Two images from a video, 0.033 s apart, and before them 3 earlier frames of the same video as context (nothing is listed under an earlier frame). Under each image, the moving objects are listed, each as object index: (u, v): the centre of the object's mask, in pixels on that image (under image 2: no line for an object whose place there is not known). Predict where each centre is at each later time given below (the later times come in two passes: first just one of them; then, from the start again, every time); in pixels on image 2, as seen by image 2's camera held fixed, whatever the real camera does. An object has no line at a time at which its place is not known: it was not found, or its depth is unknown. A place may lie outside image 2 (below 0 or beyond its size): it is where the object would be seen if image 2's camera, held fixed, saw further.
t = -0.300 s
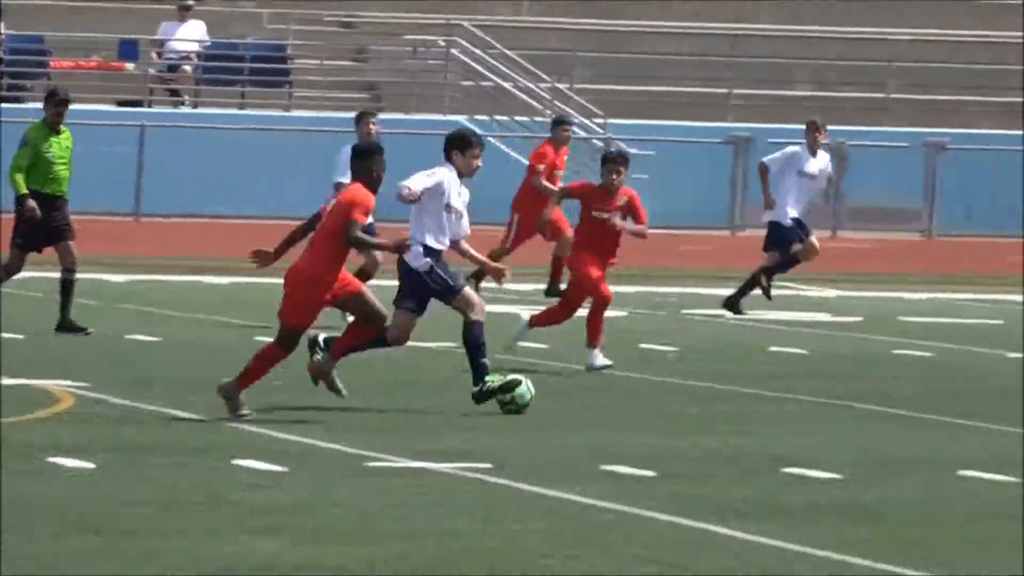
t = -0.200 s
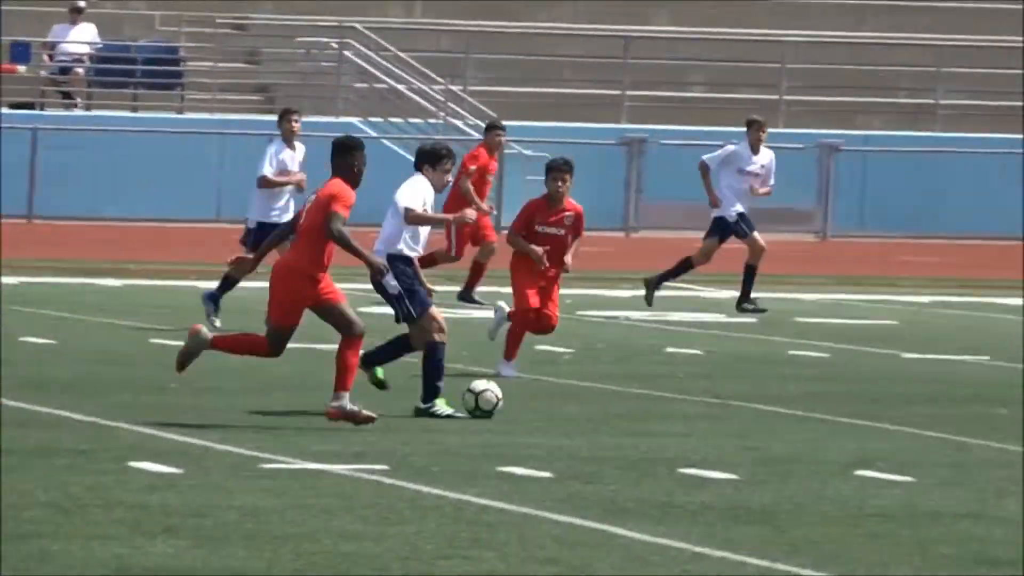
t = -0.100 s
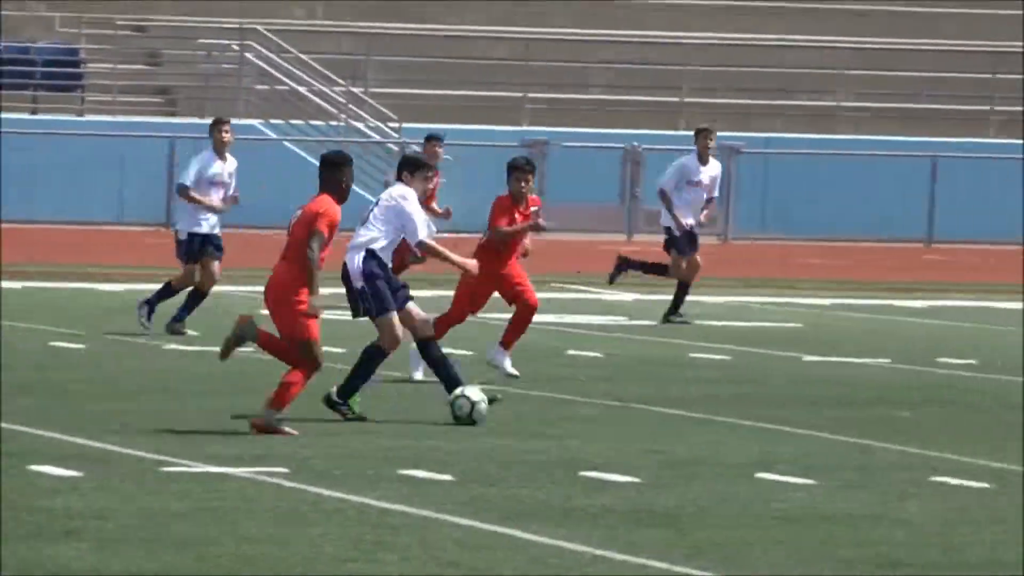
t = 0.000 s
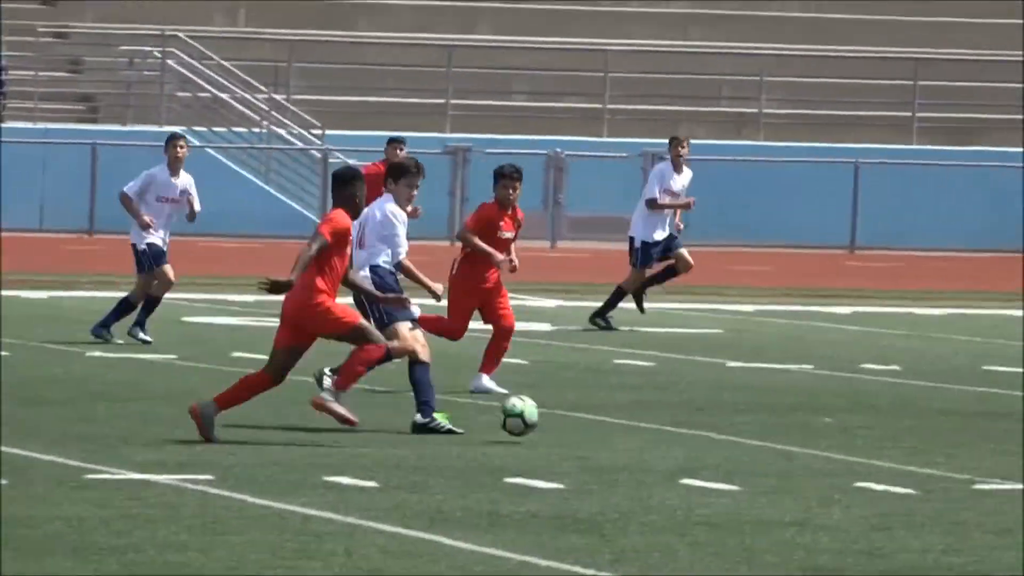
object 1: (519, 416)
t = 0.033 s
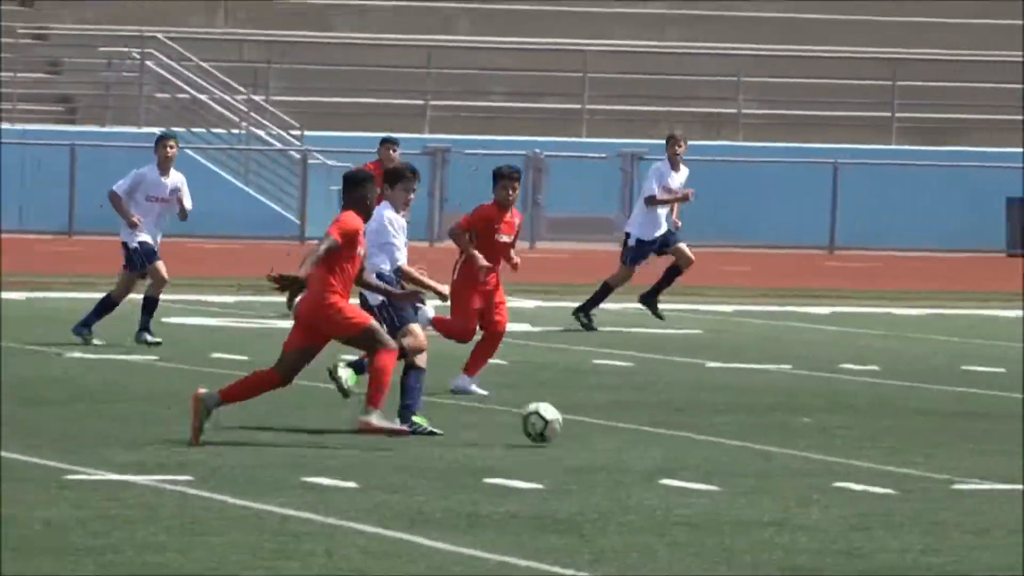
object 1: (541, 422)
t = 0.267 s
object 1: (821, 452)
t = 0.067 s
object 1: (584, 431)
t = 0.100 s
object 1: (623, 432)
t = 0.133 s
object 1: (663, 432)
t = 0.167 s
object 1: (702, 435)
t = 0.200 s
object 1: (742, 440)
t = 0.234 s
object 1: (781, 448)
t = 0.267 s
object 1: (821, 452)
